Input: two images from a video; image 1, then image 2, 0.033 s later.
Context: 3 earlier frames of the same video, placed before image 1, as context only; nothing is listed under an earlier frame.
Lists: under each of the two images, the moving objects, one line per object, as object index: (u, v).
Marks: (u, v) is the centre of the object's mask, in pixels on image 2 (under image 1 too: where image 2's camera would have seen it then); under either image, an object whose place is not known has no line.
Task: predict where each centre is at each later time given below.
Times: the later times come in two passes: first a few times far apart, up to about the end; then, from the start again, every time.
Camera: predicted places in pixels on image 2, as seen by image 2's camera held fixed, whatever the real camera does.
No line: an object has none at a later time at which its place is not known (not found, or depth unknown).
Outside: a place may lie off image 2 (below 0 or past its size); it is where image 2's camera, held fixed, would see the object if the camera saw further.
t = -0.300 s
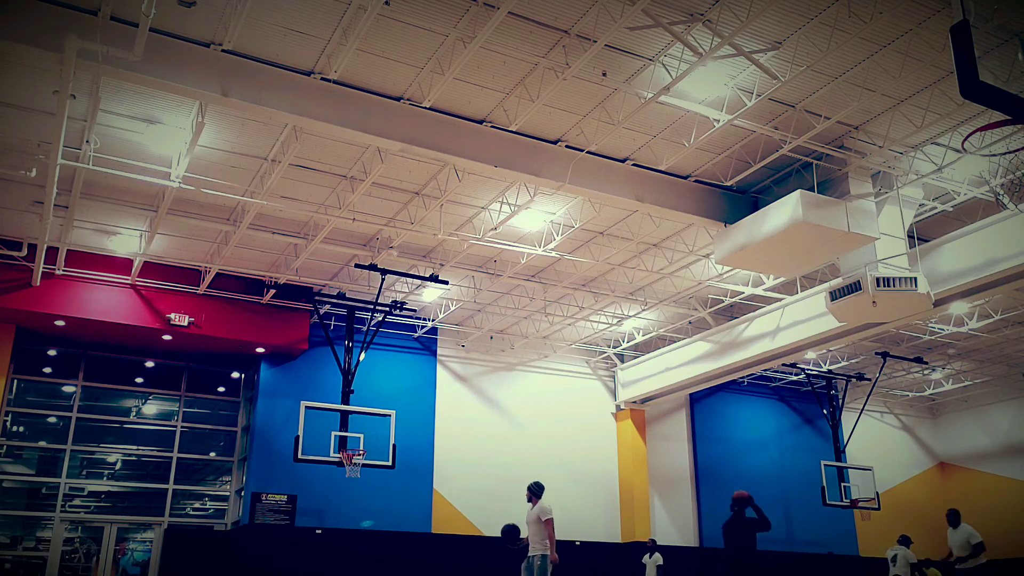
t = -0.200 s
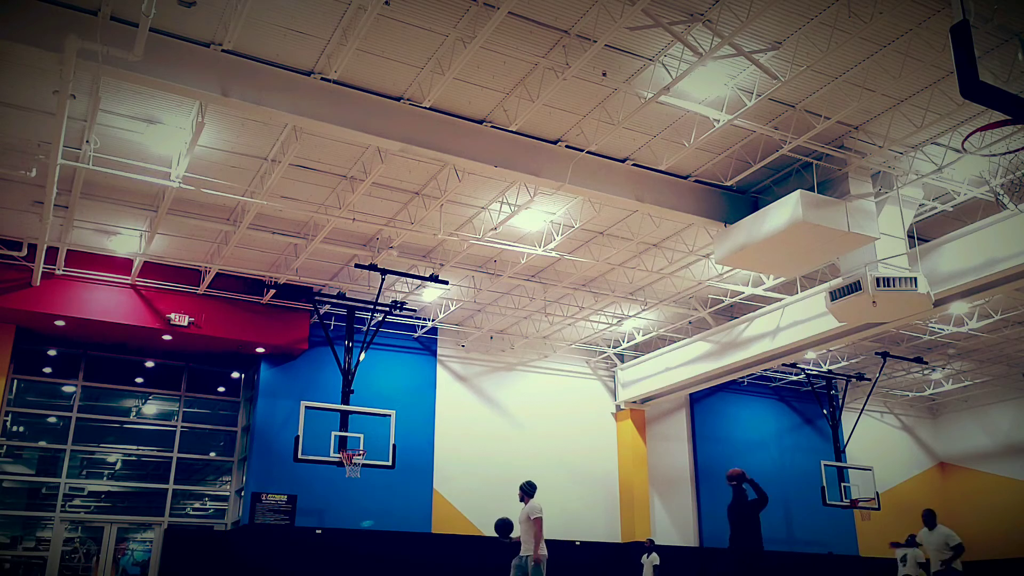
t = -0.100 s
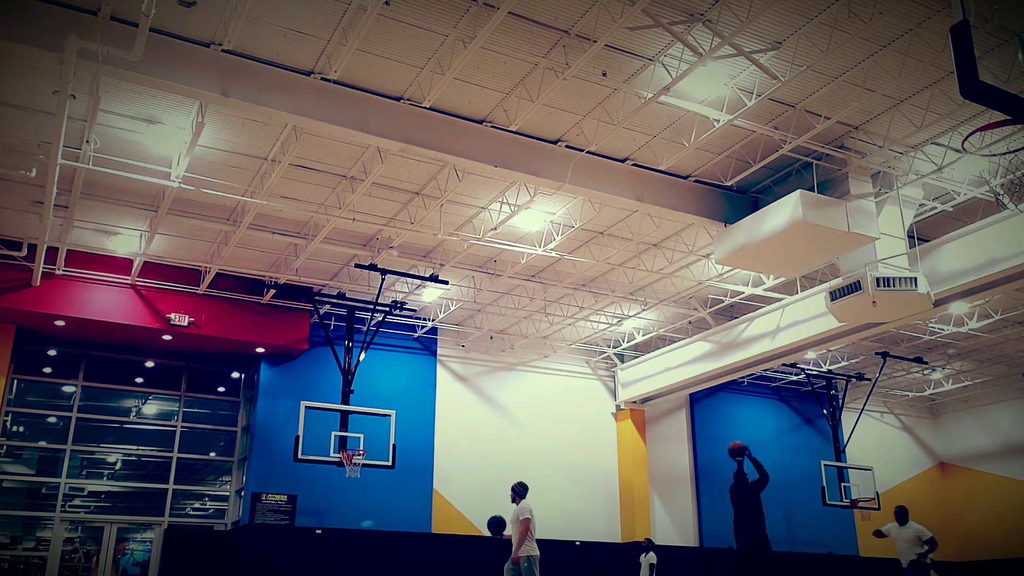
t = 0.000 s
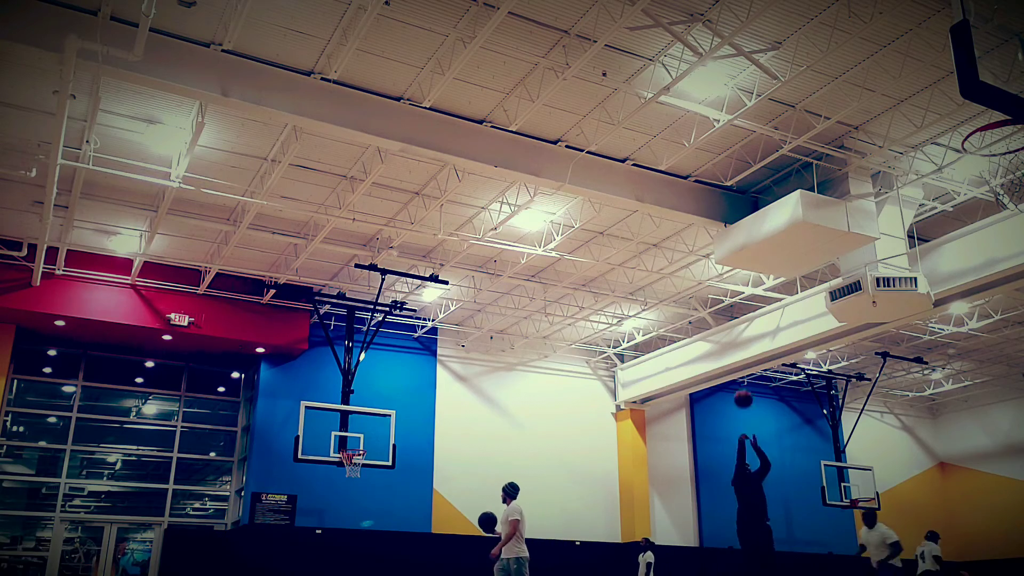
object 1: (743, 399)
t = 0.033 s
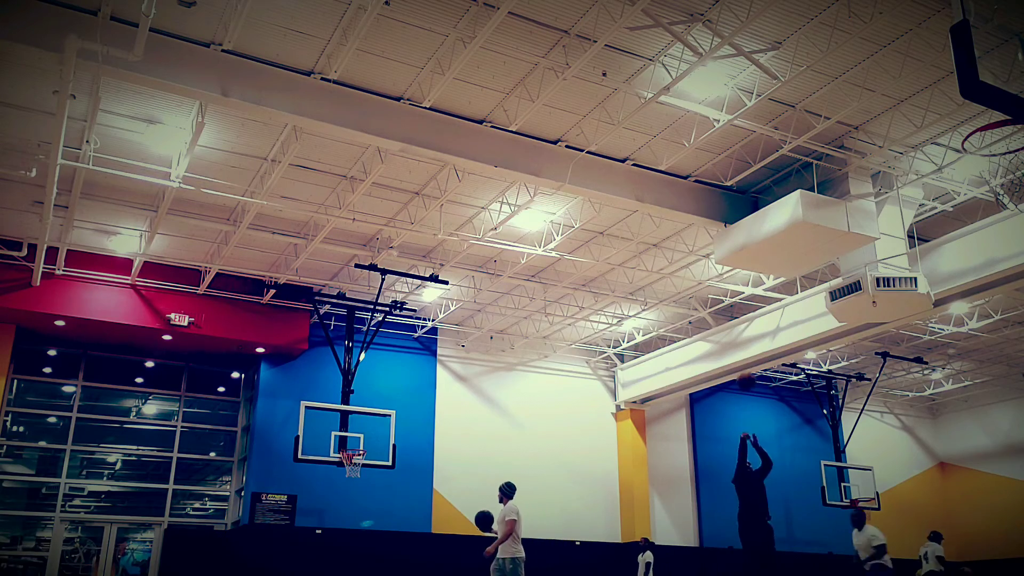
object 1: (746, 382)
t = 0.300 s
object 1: (776, 256)
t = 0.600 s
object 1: (824, 156)
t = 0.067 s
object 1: (749, 364)
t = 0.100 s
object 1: (753, 347)
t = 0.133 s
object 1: (756, 330)
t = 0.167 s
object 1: (760, 315)
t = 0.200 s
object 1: (764, 299)
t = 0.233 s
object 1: (768, 284)
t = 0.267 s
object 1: (772, 270)
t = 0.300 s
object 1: (776, 256)
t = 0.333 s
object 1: (780, 242)
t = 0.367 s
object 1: (785, 230)
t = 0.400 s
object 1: (789, 218)
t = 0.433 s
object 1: (794, 206)
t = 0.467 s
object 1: (799, 194)
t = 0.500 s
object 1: (805, 183)
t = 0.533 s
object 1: (811, 174)
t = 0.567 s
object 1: (817, 164)
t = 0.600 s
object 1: (824, 156)
